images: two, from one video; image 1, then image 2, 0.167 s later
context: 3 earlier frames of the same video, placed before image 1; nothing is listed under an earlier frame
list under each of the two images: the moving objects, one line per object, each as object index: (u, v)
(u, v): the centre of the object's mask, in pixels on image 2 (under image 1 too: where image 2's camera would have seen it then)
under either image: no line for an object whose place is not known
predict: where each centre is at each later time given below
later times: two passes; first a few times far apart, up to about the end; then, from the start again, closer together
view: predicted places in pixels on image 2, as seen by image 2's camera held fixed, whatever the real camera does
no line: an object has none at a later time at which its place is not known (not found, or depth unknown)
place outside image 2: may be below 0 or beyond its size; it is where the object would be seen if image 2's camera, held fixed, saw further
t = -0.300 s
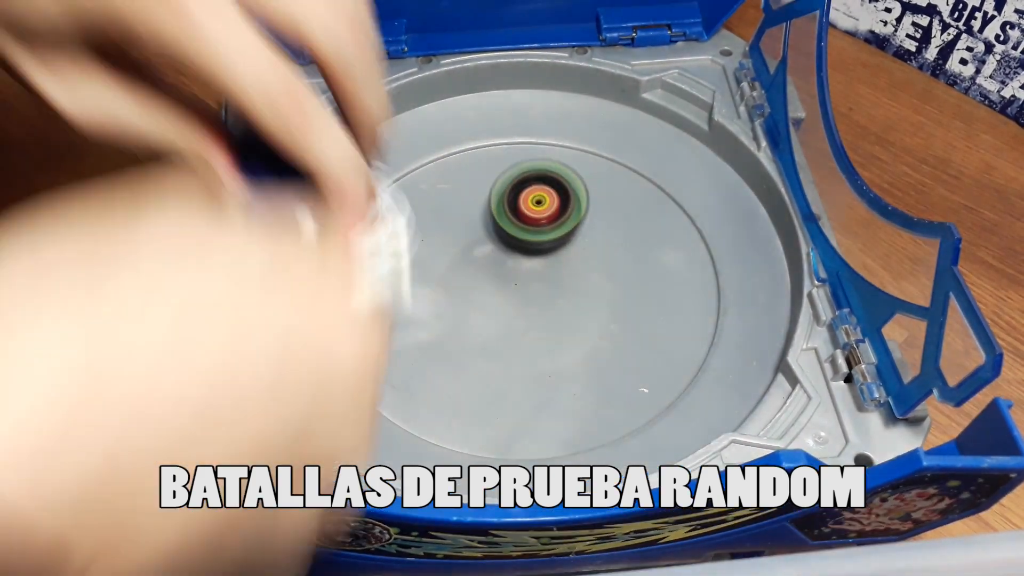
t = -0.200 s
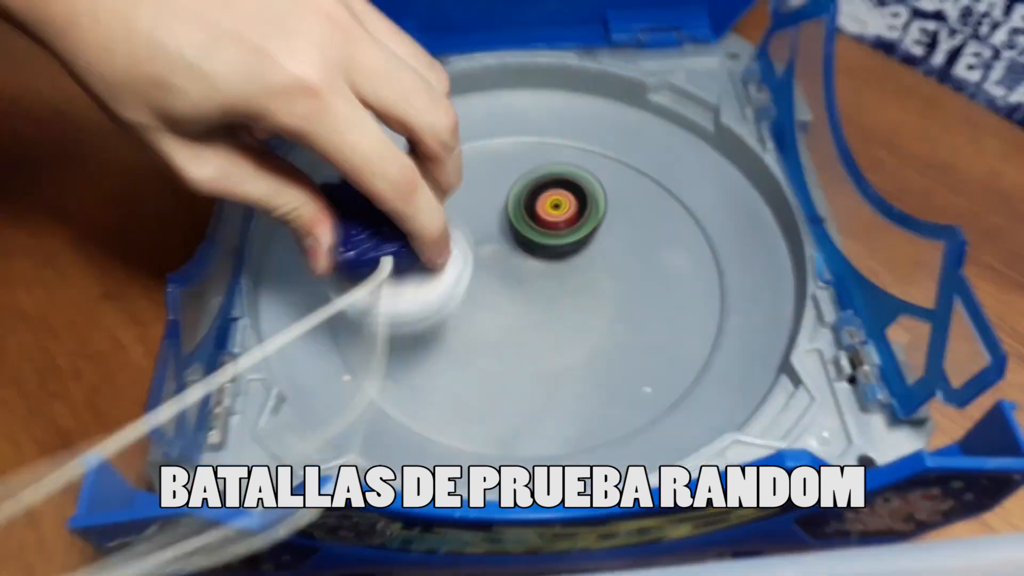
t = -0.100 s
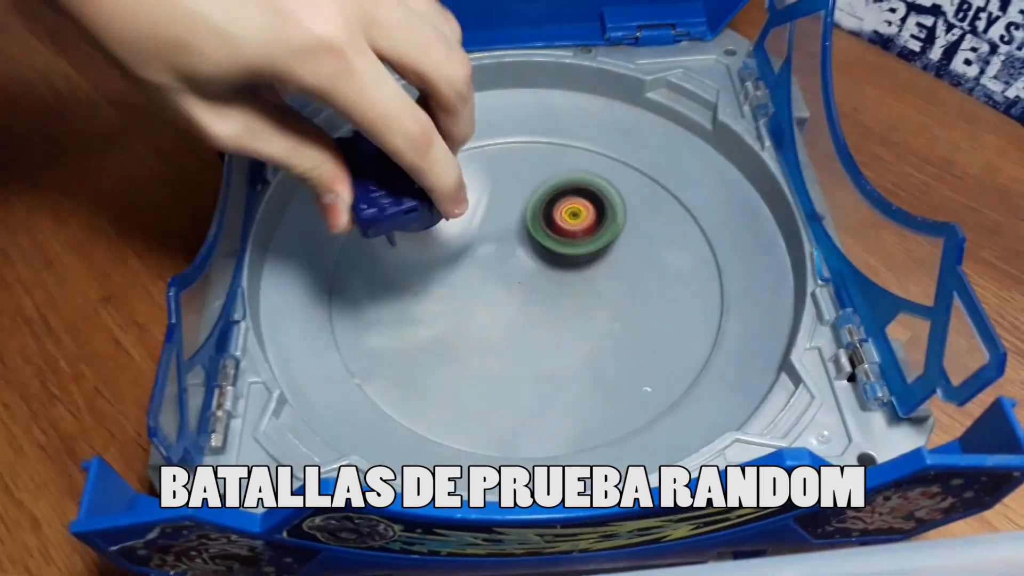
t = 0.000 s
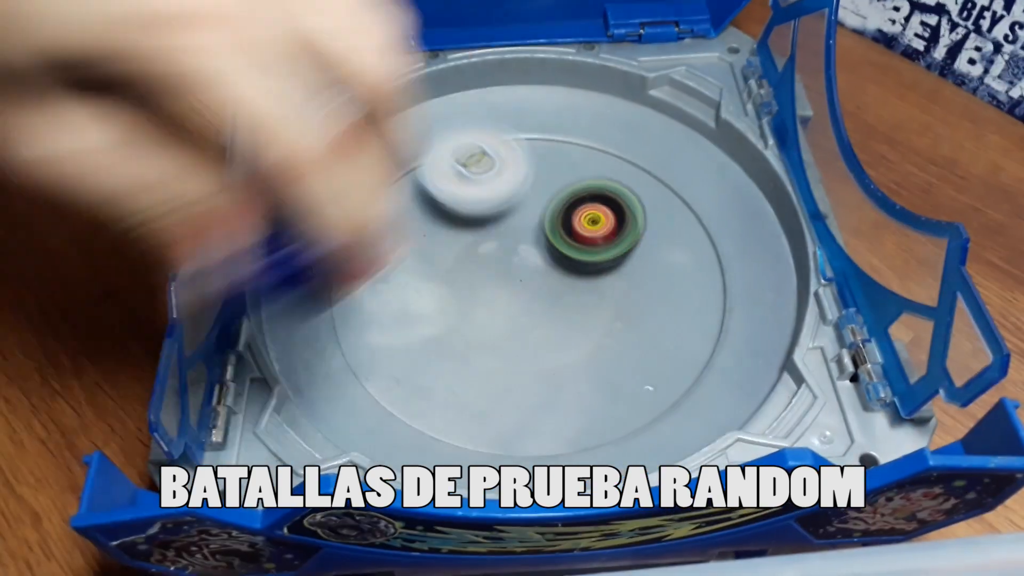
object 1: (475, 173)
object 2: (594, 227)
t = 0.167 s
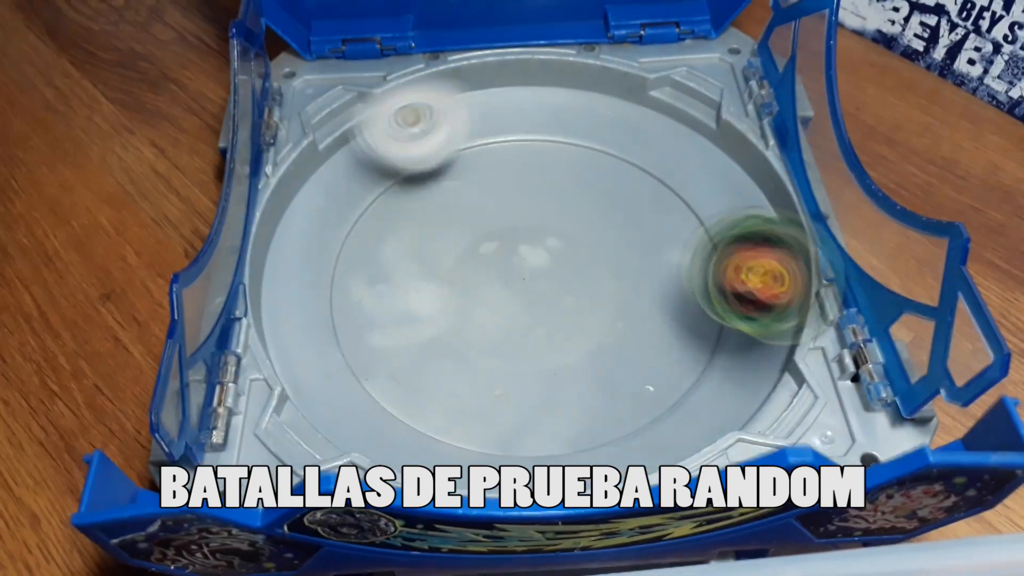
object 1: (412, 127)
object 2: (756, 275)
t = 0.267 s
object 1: (345, 252)
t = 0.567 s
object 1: (442, 290)
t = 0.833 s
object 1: (460, 222)
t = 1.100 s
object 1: (479, 280)
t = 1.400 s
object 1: (447, 312)
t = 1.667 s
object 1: (483, 301)
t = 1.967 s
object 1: (536, 337)
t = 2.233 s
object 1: (534, 329)
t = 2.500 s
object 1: (583, 320)
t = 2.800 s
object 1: (600, 303)
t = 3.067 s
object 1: (613, 282)
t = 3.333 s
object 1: (611, 257)
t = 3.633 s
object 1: (593, 231)
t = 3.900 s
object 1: (567, 213)
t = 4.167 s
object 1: (536, 204)
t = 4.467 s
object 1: (499, 205)
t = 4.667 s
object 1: (475, 213)
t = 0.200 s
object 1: (390, 146)
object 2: (821, 299)
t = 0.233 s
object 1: (367, 187)
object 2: (899, 359)
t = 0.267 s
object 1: (345, 252)
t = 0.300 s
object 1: (352, 273)
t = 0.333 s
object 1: (374, 283)
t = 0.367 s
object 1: (400, 309)
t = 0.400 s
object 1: (421, 318)
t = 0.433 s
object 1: (436, 307)
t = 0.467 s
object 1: (452, 306)
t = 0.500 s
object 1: (452, 298)
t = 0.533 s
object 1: (448, 296)
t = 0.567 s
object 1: (442, 290)
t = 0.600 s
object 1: (435, 283)
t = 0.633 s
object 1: (429, 271)
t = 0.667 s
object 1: (425, 259)
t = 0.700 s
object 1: (426, 248)
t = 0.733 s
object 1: (431, 238)
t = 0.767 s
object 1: (439, 230)
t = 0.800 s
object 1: (450, 224)
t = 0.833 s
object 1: (460, 222)
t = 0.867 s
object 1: (465, 225)
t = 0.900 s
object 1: (468, 230)
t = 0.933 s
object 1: (470, 237)
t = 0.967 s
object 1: (473, 245)
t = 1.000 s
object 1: (475, 254)
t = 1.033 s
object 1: (476, 263)
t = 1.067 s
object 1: (477, 272)
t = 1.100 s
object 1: (479, 280)
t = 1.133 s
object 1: (479, 290)
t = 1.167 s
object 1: (480, 298)
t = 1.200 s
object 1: (480, 307)
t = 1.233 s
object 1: (479, 315)
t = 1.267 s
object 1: (478, 322)
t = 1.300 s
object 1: (474, 327)
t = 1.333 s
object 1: (465, 325)
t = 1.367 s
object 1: (455, 319)
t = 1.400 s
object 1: (447, 312)
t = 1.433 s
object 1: (443, 303)
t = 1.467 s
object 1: (443, 294)
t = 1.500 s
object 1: (446, 289)
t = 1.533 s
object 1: (451, 289)
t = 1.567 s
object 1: (458, 291)
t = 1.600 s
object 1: (466, 294)
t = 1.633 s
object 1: (475, 298)
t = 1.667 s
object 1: (483, 301)
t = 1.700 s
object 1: (492, 305)
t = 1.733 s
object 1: (499, 309)
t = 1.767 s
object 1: (507, 314)
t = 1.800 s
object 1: (514, 318)
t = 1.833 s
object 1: (520, 322)
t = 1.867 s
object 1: (526, 327)
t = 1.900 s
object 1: (532, 331)
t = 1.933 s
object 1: (537, 335)
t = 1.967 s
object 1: (536, 337)
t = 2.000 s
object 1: (529, 337)
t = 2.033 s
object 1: (520, 336)
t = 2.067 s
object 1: (512, 334)
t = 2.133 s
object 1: (515, 332)
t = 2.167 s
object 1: (521, 331)
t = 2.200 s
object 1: (527, 330)
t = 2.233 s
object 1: (534, 329)
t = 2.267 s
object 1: (540, 328)
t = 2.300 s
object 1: (547, 327)
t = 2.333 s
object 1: (553, 326)
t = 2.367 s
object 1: (560, 325)
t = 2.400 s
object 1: (566, 323)
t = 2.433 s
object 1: (572, 322)
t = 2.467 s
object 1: (577, 321)
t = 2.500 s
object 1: (583, 320)
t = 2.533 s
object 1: (584, 319)
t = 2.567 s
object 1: (582, 320)
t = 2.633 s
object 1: (584, 318)
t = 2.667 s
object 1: (586, 316)
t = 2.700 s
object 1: (590, 313)
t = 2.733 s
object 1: (594, 310)
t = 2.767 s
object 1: (597, 306)
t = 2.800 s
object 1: (600, 303)
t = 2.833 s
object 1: (604, 300)
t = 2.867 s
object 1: (607, 297)
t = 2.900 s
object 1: (608, 294)
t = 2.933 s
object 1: (610, 292)
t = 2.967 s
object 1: (610, 290)
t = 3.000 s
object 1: (611, 288)
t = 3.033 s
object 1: (612, 285)
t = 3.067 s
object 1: (613, 282)
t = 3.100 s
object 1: (613, 279)
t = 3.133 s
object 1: (614, 276)
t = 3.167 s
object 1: (614, 273)
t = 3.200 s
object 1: (614, 269)
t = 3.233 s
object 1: (613, 266)
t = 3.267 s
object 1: (613, 263)
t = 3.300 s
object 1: (612, 260)
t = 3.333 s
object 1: (611, 257)
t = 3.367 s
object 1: (610, 254)
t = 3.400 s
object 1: (608, 251)
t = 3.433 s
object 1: (607, 248)
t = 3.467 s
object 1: (605, 245)
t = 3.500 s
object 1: (603, 242)
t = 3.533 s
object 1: (600, 239)
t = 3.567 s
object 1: (598, 236)
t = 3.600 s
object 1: (595, 234)
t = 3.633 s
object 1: (593, 231)
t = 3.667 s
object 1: (590, 228)
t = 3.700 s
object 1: (587, 226)
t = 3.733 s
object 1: (584, 223)
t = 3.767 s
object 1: (581, 221)
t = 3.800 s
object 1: (578, 219)
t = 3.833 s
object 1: (575, 217)
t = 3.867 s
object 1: (571, 215)
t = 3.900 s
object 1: (567, 213)
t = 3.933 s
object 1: (564, 212)
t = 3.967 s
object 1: (560, 211)
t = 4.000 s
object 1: (557, 209)
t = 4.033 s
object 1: (553, 208)
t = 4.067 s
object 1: (548, 207)
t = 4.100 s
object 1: (544, 206)
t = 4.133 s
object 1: (539, 205)
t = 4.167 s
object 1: (536, 204)
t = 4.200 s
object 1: (531, 204)
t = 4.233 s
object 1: (527, 203)
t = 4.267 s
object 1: (523, 203)
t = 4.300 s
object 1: (518, 203)
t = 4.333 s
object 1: (514, 203)
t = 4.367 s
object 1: (510, 203)
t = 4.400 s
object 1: (506, 204)
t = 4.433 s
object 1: (503, 205)
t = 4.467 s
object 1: (499, 205)
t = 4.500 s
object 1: (495, 206)
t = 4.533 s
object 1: (491, 207)
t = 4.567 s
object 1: (487, 208)
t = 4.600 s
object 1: (483, 210)
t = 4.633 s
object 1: (479, 211)
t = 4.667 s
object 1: (475, 213)
